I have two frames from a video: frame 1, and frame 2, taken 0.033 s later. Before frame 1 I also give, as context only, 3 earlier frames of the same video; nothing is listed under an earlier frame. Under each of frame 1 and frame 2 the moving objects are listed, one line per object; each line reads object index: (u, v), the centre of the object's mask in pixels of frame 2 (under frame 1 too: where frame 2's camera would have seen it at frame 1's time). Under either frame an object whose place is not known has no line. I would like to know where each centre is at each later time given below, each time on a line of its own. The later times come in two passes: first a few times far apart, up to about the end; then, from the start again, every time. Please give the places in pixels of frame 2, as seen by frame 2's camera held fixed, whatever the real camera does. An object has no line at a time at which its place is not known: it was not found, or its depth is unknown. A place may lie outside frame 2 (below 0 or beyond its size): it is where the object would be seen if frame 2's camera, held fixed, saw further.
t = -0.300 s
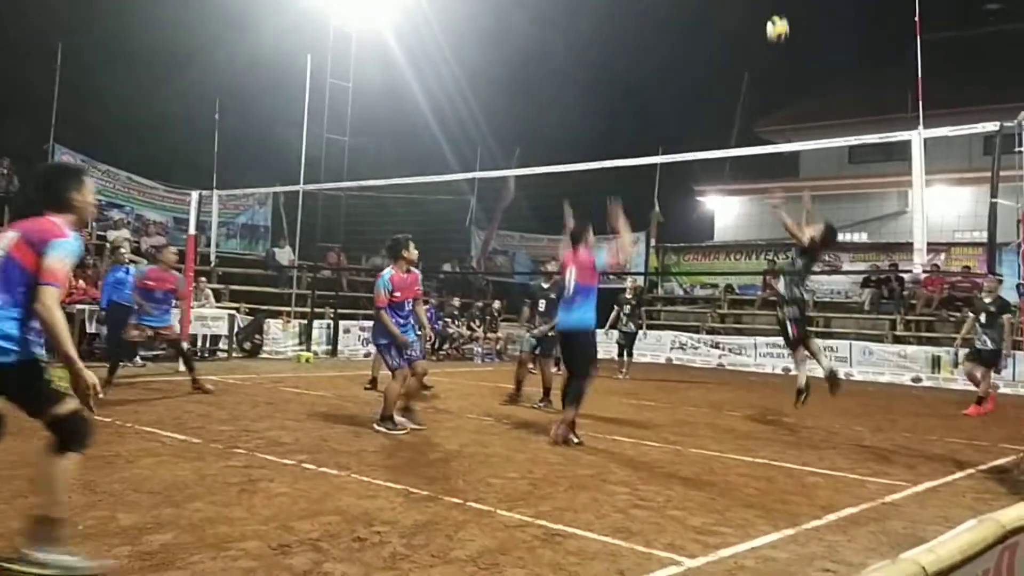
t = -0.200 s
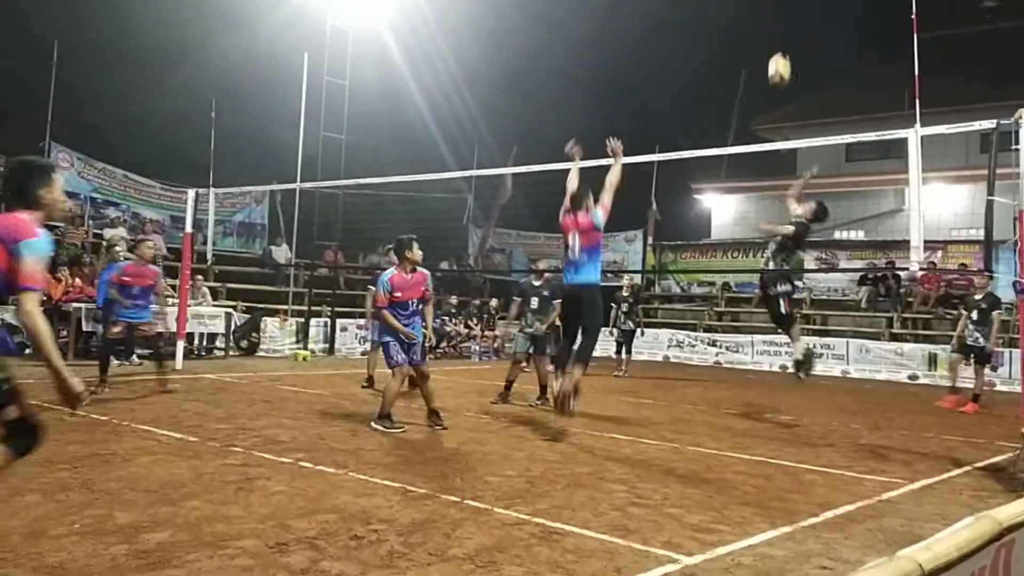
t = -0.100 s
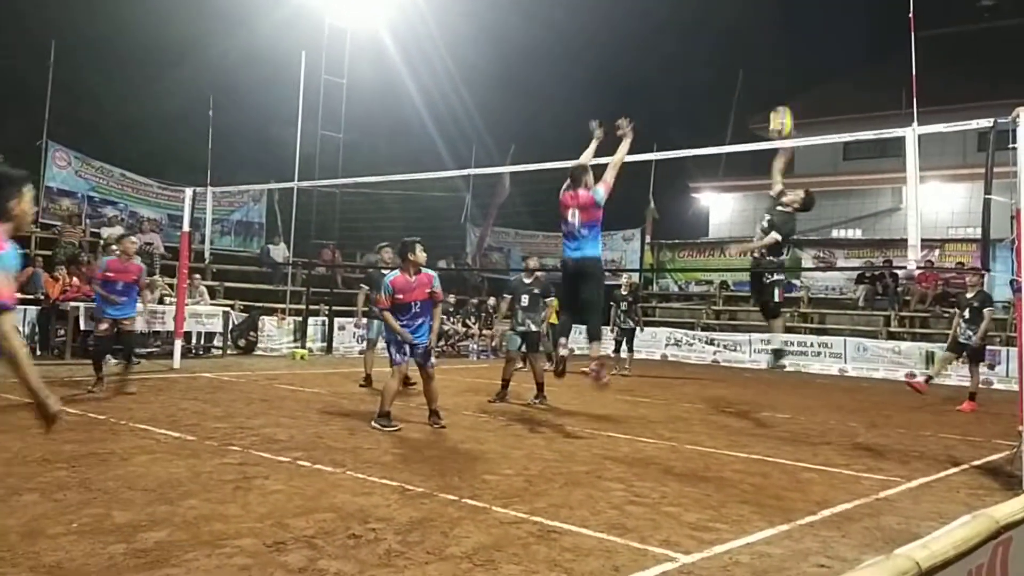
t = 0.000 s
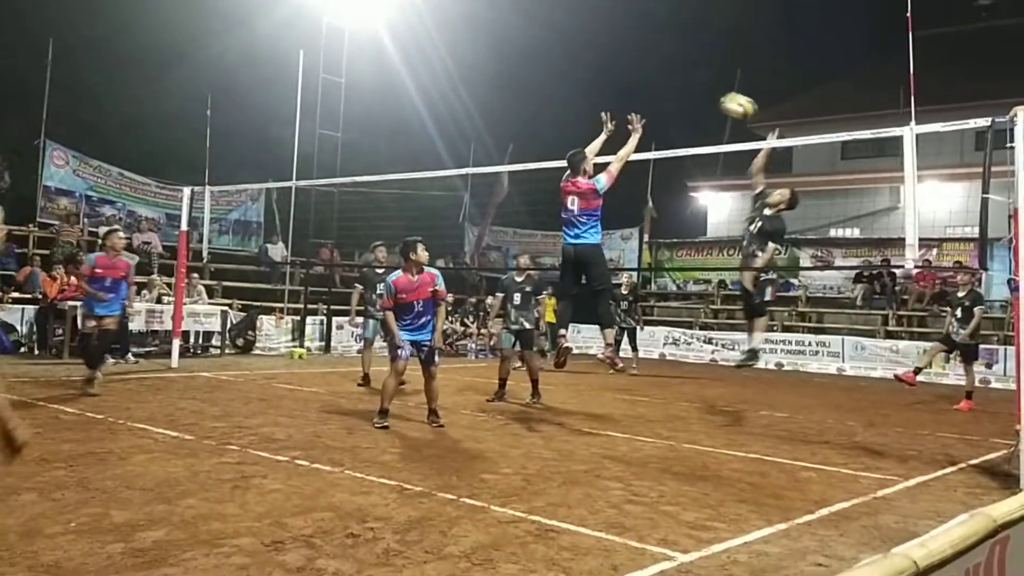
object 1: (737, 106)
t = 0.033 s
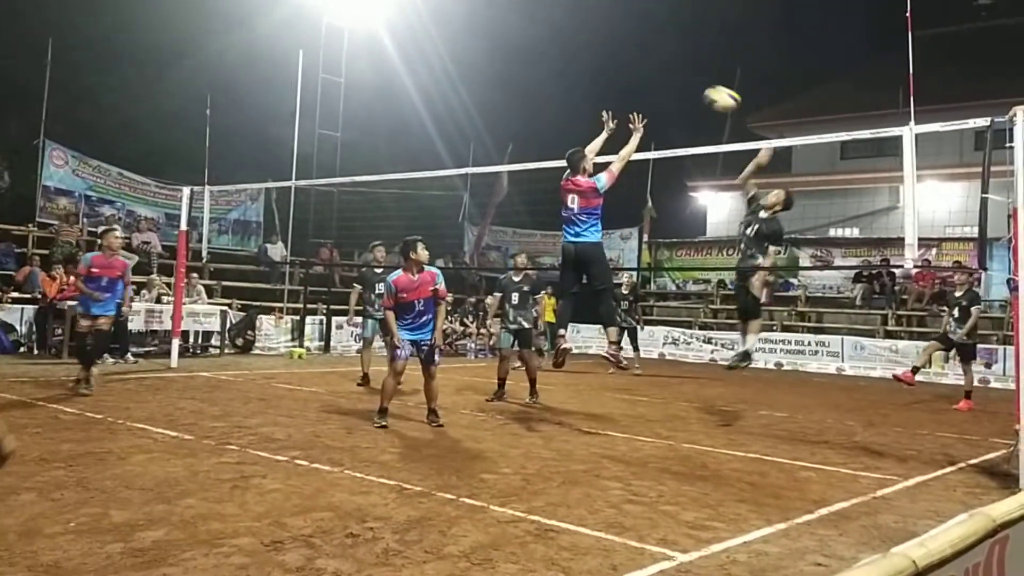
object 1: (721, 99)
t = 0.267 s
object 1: (600, 80)
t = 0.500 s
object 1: (460, 129)
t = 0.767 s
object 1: (266, 292)
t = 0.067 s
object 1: (706, 92)
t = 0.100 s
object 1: (688, 87)
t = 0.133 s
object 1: (672, 83)
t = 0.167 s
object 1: (654, 81)
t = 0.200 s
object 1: (636, 79)
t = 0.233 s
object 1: (618, 79)
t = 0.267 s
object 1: (600, 80)
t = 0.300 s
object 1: (581, 83)
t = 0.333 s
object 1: (562, 87)
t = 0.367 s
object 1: (542, 92)
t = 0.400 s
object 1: (522, 99)
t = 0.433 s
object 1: (501, 108)
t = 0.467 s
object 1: (481, 118)
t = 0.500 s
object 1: (460, 129)
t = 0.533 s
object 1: (437, 143)
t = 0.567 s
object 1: (414, 158)
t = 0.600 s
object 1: (392, 175)
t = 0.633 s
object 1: (366, 197)
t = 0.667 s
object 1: (342, 218)
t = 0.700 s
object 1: (319, 239)
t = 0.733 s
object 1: (294, 265)
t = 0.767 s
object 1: (266, 292)
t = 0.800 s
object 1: (240, 325)
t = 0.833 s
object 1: (211, 358)
